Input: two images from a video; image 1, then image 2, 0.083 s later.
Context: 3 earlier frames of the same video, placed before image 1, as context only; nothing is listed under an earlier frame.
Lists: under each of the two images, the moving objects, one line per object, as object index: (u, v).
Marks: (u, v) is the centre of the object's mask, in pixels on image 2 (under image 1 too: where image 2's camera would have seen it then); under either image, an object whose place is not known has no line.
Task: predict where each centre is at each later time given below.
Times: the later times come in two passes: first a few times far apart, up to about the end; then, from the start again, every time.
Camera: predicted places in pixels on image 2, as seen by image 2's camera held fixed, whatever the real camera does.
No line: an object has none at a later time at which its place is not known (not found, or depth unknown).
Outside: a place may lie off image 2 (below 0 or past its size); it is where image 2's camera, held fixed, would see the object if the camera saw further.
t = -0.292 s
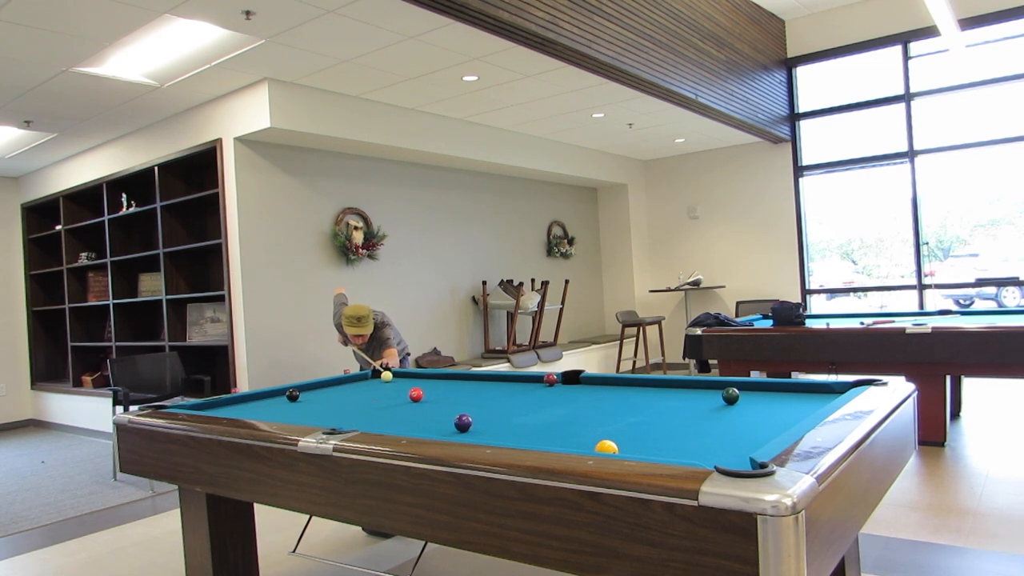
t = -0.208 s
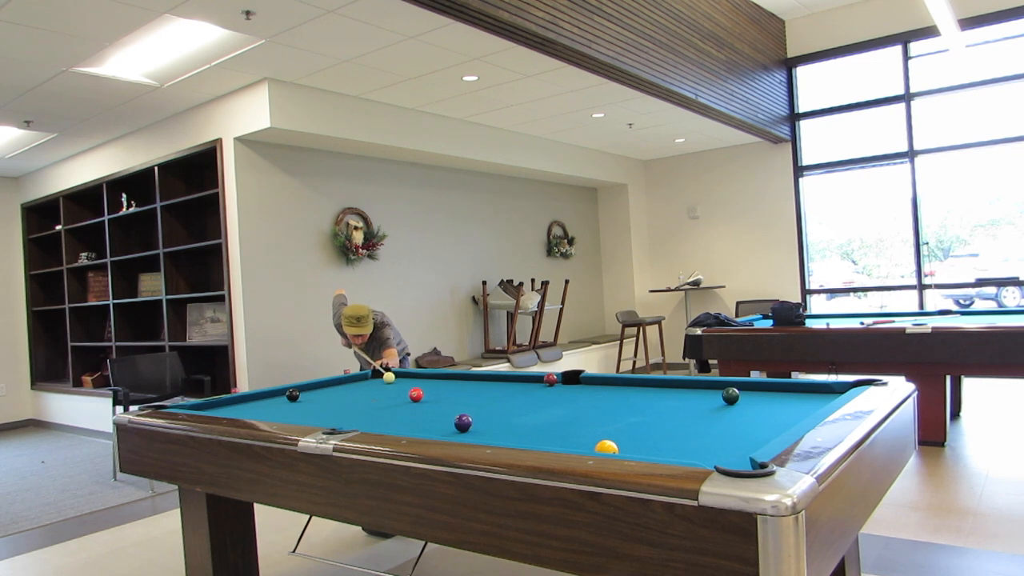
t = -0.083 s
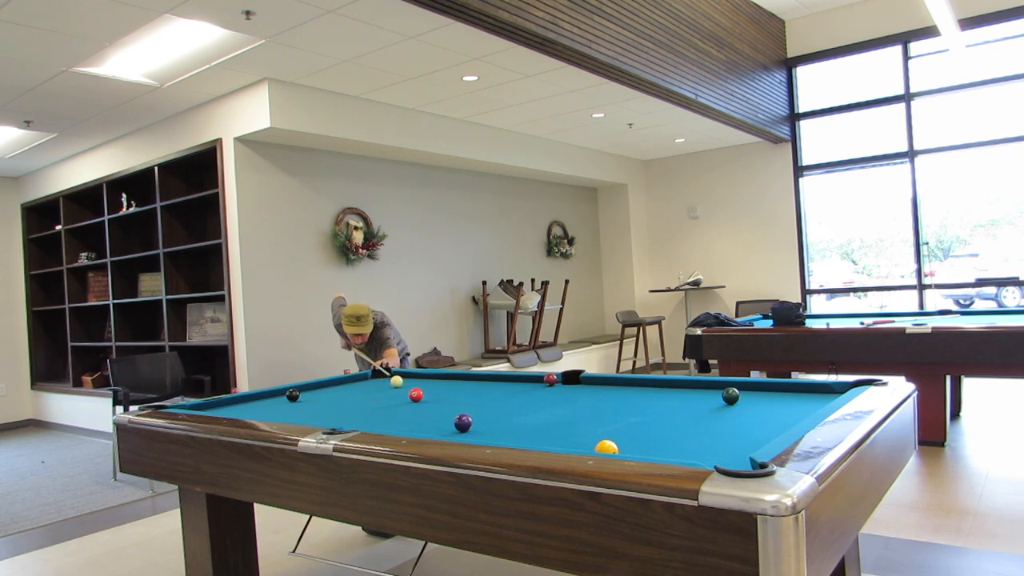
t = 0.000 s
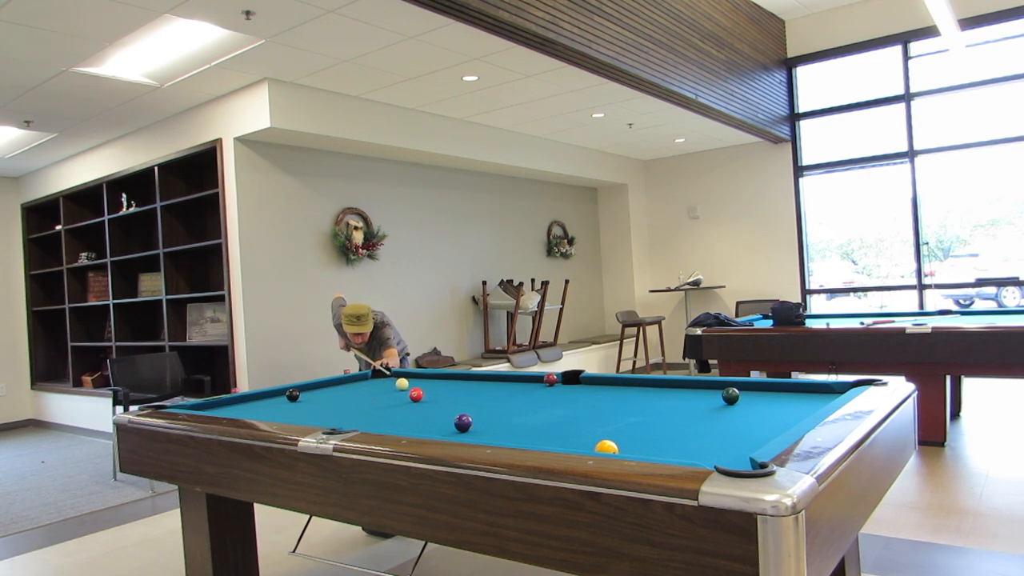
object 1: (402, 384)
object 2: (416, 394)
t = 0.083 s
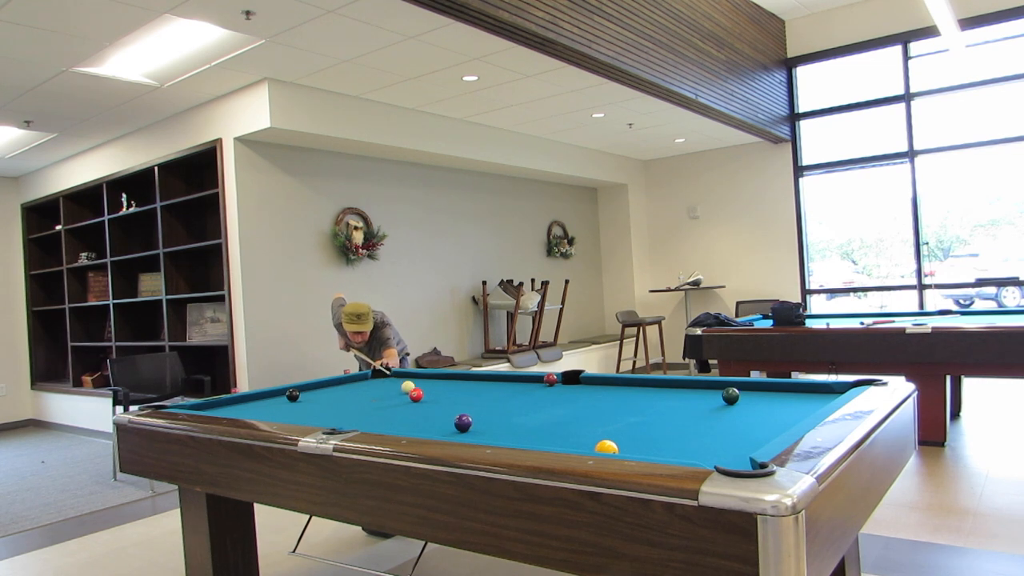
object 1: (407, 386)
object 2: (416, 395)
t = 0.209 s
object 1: (419, 388)
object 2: (416, 394)
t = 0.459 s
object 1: (450, 393)
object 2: (403, 403)
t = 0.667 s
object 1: (478, 394)
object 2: (393, 411)
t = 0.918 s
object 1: (513, 395)
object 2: (378, 422)
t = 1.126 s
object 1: (543, 397)
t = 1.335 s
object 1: (573, 398)
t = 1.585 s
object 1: (611, 400)
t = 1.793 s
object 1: (643, 401)
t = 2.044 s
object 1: (682, 402)
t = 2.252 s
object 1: (714, 404)
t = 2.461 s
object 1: (748, 405)
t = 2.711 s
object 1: (788, 406)
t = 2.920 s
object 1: (814, 405)
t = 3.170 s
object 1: (793, 406)
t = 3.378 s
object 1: (776, 406)
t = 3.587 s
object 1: (761, 405)
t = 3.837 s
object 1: (746, 404)
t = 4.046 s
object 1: (734, 404)
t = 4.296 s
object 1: (723, 403)
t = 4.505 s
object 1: (714, 403)
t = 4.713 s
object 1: (707, 403)
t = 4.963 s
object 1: (700, 402)
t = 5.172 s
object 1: (696, 402)
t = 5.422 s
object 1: (692, 402)
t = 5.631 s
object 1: (690, 402)
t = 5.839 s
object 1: (689, 402)
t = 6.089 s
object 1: (689, 402)
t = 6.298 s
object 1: (689, 402)
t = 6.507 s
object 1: (689, 402)
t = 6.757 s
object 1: (689, 402)
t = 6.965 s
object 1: (689, 402)
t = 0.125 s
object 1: (409, 387)
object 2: (416, 394)
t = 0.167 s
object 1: (412, 387)
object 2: (416, 395)
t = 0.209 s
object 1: (419, 388)
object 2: (416, 394)
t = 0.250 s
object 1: (424, 391)
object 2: (414, 395)
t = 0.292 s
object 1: (428, 392)
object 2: (412, 397)
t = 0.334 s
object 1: (433, 392)
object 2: (410, 399)
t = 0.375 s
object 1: (439, 392)
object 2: (407, 401)
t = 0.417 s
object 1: (444, 393)
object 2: (406, 402)
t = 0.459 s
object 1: (450, 393)
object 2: (403, 403)
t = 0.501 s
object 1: (456, 393)
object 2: (401, 405)
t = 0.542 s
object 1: (461, 393)
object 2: (399, 407)
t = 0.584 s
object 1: (467, 394)
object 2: (397, 408)
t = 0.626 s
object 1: (472, 394)
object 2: (395, 410)
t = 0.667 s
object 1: (478, 394)
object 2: (393, 411)
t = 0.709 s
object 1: (484, 394)
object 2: (390, 413)
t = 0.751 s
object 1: (490, 394)
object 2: (388, 415)
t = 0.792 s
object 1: (496, 395)
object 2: (386, 417)
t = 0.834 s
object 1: (501, 395)
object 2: (383, 419)
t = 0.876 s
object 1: (507, 395)
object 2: (380, 420)
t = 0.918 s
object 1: (513, 395)
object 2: (378, 422)
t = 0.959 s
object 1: (519, 396)
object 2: (375, 423)
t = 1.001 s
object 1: (525, 396)
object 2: (373, 424)
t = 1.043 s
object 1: (531, 396)
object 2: (370, 425)
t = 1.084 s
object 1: (537, 396)
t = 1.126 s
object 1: (543, 397)
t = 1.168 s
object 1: (549, 397)
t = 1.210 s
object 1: (555, 397)
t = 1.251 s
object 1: (561, 398)
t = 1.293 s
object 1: (567, 398)
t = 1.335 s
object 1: (573, 398)
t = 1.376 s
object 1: (579, 398)
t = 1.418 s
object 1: (586, 399)
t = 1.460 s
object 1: (592, 399)
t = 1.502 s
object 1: (598, 399)
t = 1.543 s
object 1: (604, 399)
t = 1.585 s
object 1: (611, 400)
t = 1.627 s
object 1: (617, 400)
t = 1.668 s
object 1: (623, 400)
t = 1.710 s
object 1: (630, 400)
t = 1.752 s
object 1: (636, 400)
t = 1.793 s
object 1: (643, 401)
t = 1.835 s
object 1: (649, 401)
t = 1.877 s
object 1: (655, 401)
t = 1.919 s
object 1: (662, 402)
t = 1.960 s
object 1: (669, 402)
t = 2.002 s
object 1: (675, 402)
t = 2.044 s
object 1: (682, 402)
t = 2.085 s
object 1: (688, 403)
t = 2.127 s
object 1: (694, 403)
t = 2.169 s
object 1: (701, 403)
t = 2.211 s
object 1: (708, 403)
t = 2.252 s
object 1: (714, 404)
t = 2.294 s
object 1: (721, 404)
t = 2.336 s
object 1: (727, 404)
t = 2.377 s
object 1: (734, 404)
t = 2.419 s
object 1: (741, 404)
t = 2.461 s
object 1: (748, 405)
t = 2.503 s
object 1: (754, 405)
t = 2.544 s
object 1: (761, 405)
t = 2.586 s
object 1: (768, 406)
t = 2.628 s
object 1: (774, 406)
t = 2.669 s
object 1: (781, 406)
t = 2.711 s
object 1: (788, 406)
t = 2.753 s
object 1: (794, 407)
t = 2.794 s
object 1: (801, 407)
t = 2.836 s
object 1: (808, 406)
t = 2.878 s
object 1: (814, 405)
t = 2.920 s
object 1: (814, 405)
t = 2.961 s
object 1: (810, 406)
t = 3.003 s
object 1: (807, 406)
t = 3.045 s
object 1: (803, 407)
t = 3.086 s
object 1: (800, 407)
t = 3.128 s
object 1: (796, 407)
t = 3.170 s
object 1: (793, 406)
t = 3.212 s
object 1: (789, 406)
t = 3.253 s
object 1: (786, 406)
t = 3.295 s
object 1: (783, 406)
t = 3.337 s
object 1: (780, 406)
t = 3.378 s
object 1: (776, 406)
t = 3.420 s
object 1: (773, 405)
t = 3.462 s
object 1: (770, 405)
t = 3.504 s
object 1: (767, 405)
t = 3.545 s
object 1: (764, 405)
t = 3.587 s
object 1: (761, 405)
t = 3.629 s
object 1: (759, 405)
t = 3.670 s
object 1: (756, 405)
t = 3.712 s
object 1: (753, 405)
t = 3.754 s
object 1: (751, 404)
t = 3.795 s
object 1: (748, 404)
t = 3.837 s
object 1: (746, 404)
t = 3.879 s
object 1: (743, 404)
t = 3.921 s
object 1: (741, 404)
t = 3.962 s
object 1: (739, 404)
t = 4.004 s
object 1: (737, 404)
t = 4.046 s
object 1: (734, 404)
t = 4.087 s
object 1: (732, 403)
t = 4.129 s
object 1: (730, 403)
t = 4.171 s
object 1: (728, 403)
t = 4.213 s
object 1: (726, 403)
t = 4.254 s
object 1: (724, 403)
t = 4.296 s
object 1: (723, 403)
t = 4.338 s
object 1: (721, 403)
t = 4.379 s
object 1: (719, 403)
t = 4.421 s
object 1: (717, 403)
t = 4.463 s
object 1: (716, 403)
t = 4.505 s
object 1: (714, 403)
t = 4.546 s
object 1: (713, 403)
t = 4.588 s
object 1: (711, 403)
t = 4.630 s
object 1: (710, 402)
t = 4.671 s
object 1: (708, 403)
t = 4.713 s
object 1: (707, 403)
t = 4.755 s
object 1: (706, 403)
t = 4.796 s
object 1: (705, 402)
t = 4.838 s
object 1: (703, 402)
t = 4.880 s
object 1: (702, 402)
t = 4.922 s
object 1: (701, 402)
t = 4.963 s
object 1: (700, 402)
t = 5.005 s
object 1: (699, 402)
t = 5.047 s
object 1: (698, 402)
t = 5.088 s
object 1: (697, 402)
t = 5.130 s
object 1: (696, 402)
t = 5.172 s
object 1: (696, 402)
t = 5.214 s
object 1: (695, 402)
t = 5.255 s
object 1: (694, 402)
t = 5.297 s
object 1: (694, 402)
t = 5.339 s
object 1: (693, 402)
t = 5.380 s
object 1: (693, 402)
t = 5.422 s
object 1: (692, 402)
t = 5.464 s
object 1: (692, 402)
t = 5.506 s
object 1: (691, 402)
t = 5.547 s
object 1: (691, 402)
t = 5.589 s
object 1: (690, 402)
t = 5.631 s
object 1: (690, 402)
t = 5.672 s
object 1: (690, 402)
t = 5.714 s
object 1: (689, 402)
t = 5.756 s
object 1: (689, 402)
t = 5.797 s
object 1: (689, 402)
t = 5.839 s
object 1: (689, 402)
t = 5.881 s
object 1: (689, 402)
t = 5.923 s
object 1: (689, 402)
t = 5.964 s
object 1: (689, 402)
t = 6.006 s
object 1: (689, 402)
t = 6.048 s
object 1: (689, 402)
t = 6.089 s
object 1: (689, 402)
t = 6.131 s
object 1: (689, 402)
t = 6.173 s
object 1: (689, 402)
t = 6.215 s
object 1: (689, 402)
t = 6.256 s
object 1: (689, 402)
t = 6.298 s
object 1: (689, 402)
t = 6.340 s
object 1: (689, 402)
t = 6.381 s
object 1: (689, 402)
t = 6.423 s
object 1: (689, 402)
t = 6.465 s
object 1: (689, 402)
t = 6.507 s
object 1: (689, 402)
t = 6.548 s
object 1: (689, 402)
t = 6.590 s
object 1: (689, 402)
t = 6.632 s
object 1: (689, 402)
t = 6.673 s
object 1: (689, 402)
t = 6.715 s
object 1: (689, 402)
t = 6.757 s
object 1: (689, 402)
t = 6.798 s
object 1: (689, 402)
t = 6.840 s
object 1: (689, 402)
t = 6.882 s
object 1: (689, 402)
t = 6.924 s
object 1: (689, 402)
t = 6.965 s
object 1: (689, 402)
